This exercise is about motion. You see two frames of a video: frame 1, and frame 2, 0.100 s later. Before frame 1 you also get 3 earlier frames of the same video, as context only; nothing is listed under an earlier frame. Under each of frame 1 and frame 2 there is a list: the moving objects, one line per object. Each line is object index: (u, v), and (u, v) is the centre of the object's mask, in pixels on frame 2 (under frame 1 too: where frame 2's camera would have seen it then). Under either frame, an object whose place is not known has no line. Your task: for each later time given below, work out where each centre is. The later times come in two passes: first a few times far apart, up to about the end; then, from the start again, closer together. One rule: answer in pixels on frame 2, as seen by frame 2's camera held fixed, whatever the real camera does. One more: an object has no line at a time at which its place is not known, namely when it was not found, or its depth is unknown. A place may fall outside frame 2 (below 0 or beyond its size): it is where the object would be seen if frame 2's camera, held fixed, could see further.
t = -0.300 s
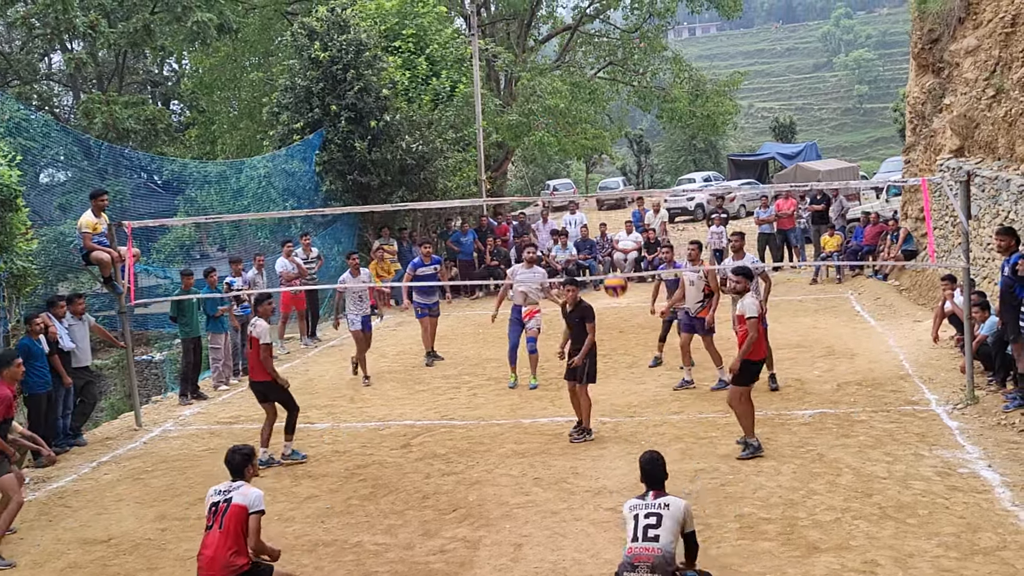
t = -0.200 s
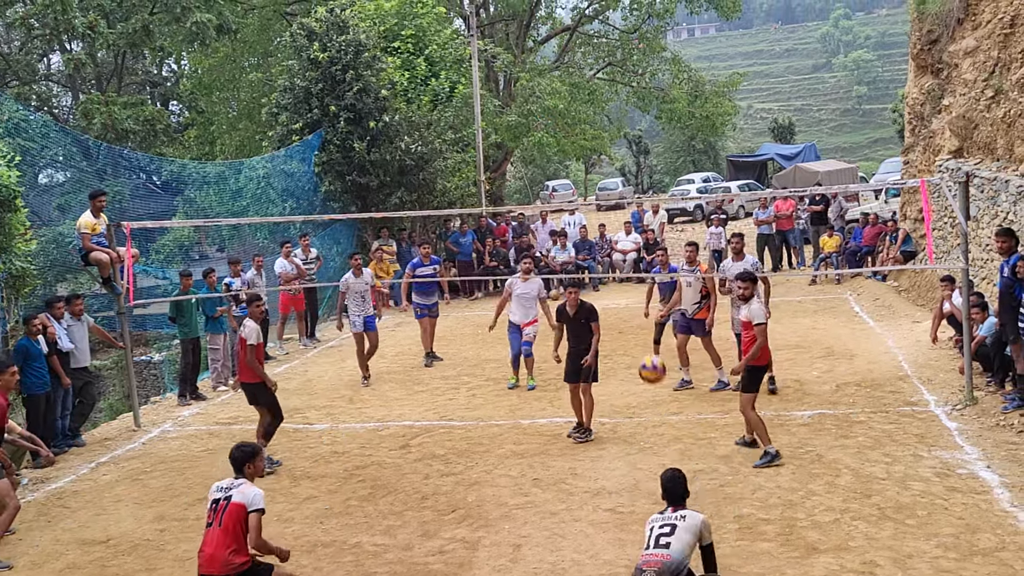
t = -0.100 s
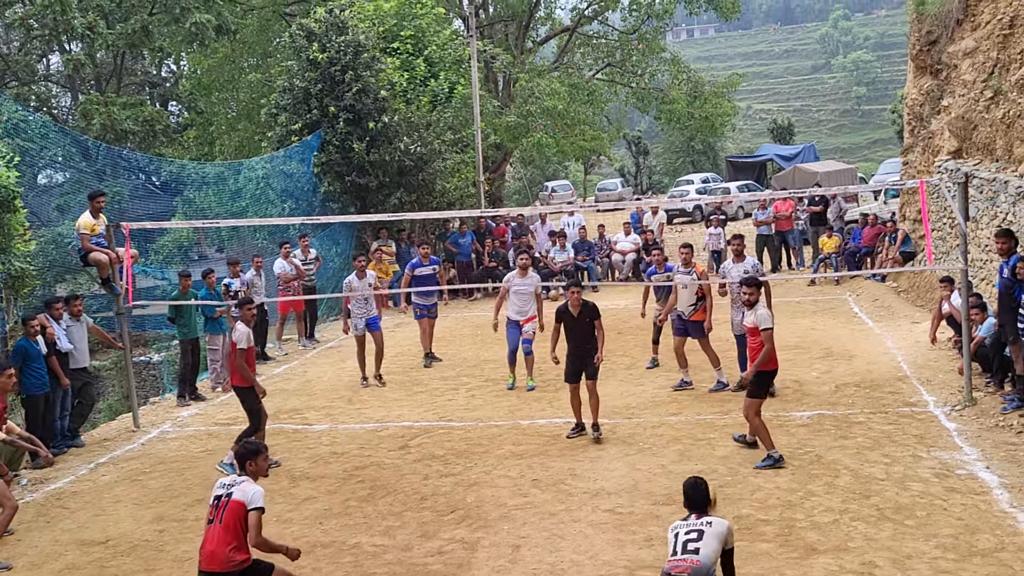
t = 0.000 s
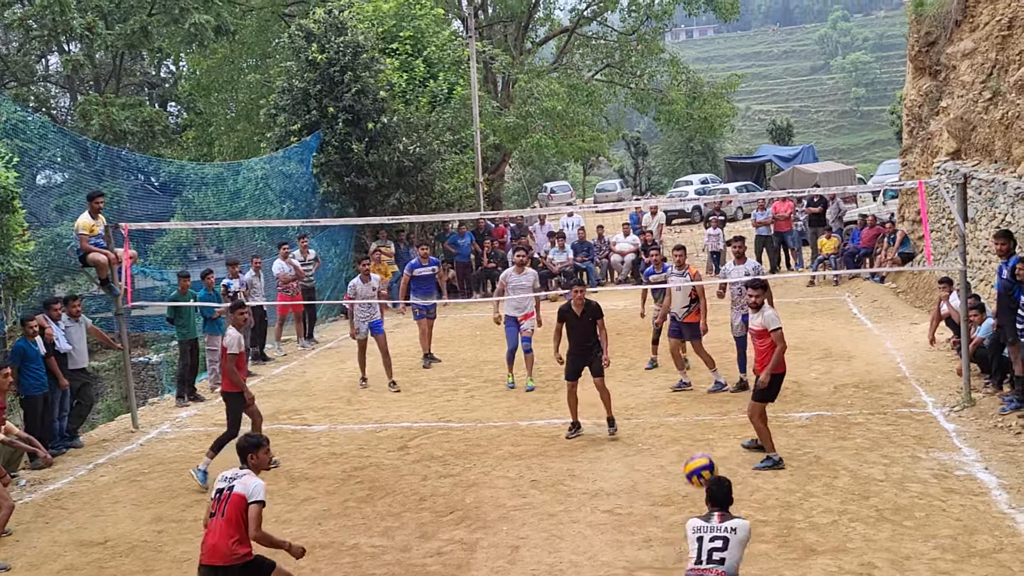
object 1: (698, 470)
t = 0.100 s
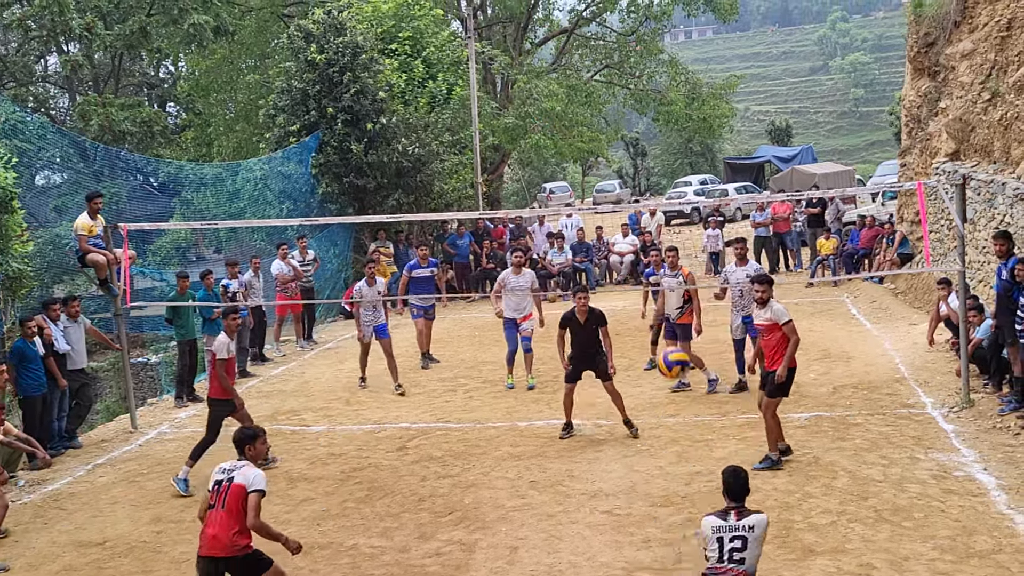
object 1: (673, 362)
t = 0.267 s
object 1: (636, 231)
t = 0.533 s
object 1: (588, 121)
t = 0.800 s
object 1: (554, 113)
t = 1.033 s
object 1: (534, 172)
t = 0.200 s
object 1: (649, 275)
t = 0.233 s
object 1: (642, 252)
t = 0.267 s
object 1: (636, 231)
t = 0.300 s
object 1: (629, 210)
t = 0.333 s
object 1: (622, 191)
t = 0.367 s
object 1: (616, 175)
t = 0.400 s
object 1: (610, 161)
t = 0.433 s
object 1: (604, 149)
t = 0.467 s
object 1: (599, 138)
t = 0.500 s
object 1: (594, 129)
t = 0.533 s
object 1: (588, 121)
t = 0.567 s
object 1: (584, 115)
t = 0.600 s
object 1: (578, 111)
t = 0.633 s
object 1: (574, 108)
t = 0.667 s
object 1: (570, 106)
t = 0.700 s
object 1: (566, 106)
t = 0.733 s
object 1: (562, 108)
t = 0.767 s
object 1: (558, 110)
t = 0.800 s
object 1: (554, 113)
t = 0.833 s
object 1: (551, 118)
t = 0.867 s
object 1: (547, 125)
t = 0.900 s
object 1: (544, 132)
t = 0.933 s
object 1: (541, 140)
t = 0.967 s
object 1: (538, 149)
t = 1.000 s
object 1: (536, 160)
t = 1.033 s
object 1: (534, 172)
